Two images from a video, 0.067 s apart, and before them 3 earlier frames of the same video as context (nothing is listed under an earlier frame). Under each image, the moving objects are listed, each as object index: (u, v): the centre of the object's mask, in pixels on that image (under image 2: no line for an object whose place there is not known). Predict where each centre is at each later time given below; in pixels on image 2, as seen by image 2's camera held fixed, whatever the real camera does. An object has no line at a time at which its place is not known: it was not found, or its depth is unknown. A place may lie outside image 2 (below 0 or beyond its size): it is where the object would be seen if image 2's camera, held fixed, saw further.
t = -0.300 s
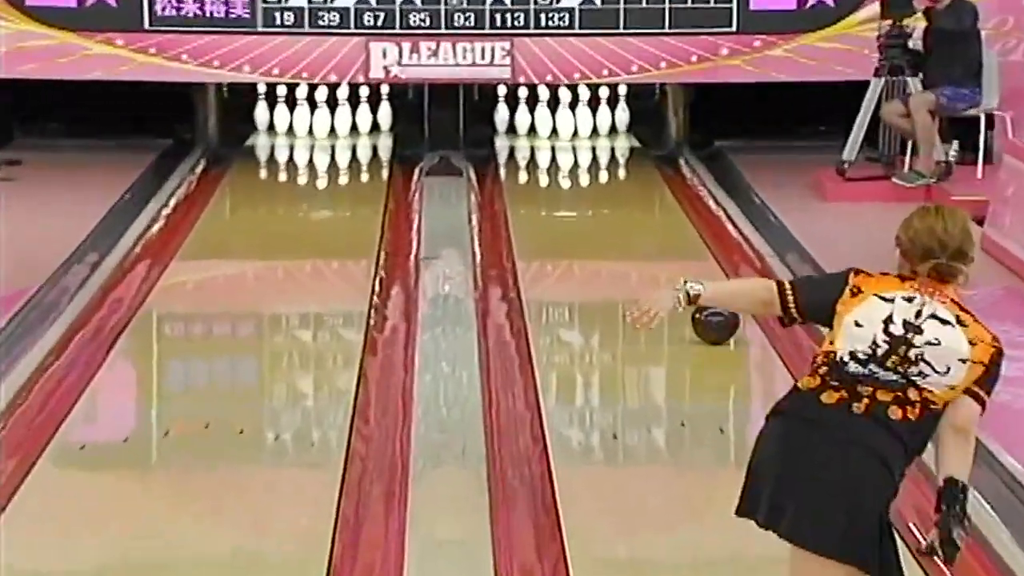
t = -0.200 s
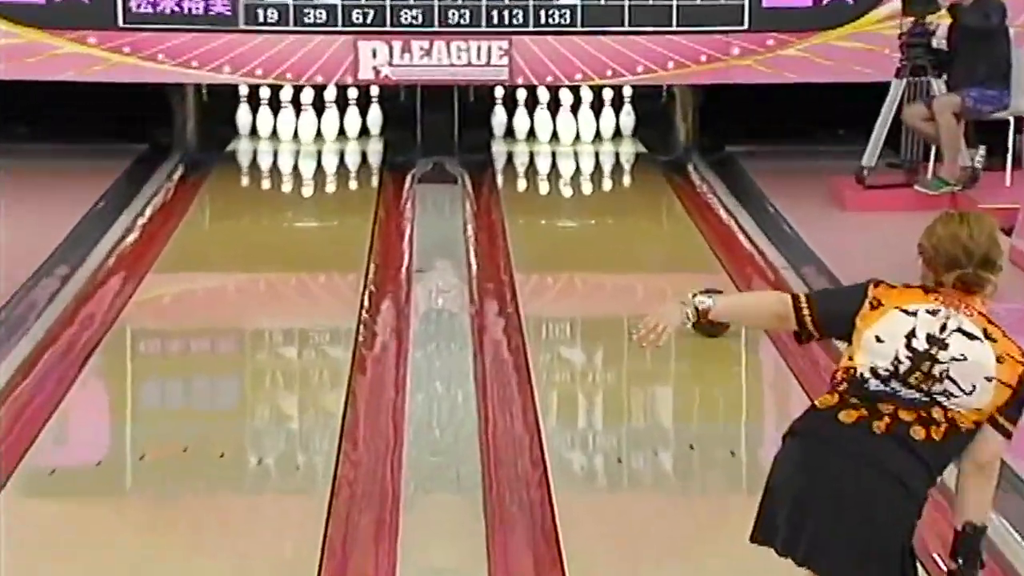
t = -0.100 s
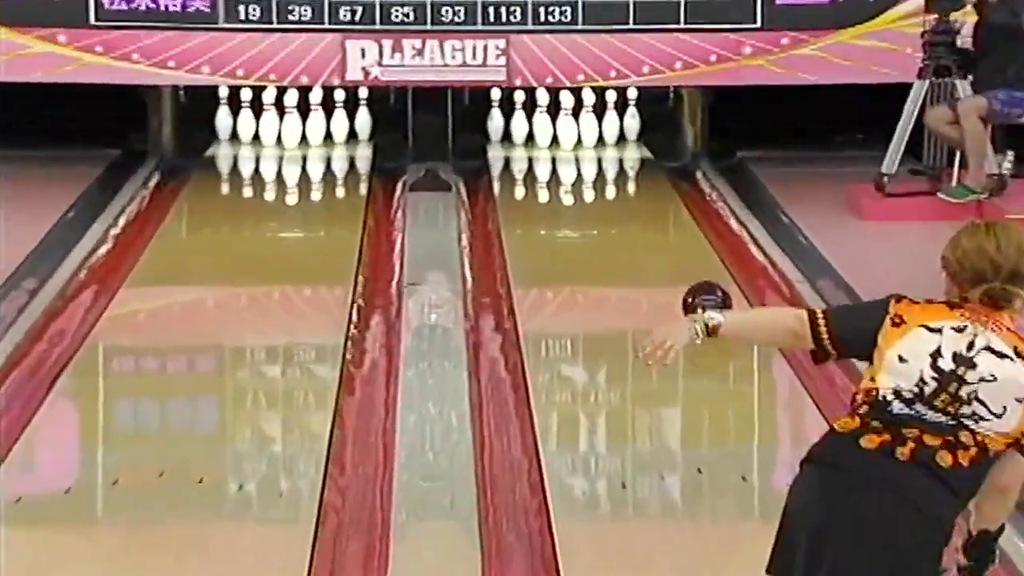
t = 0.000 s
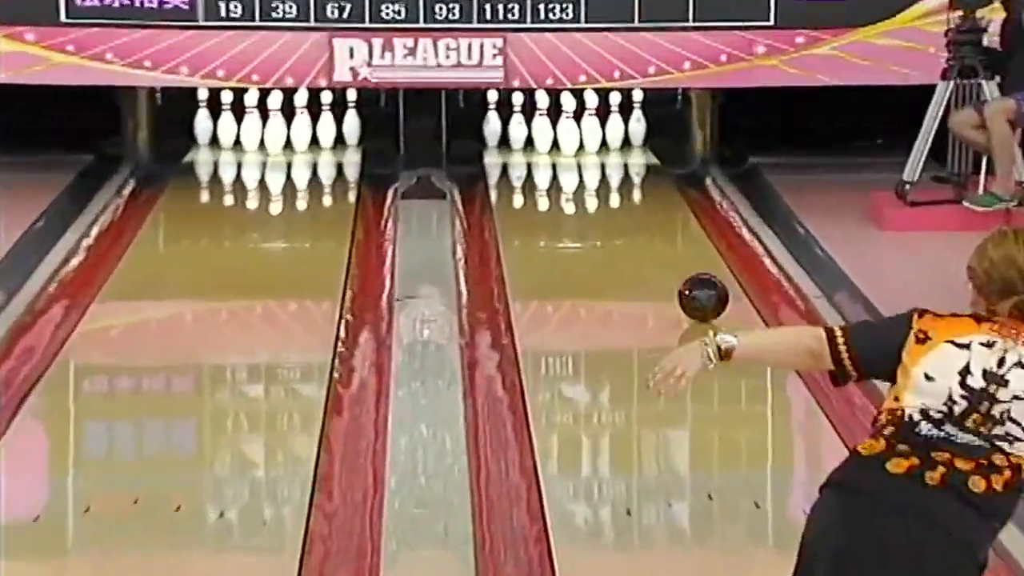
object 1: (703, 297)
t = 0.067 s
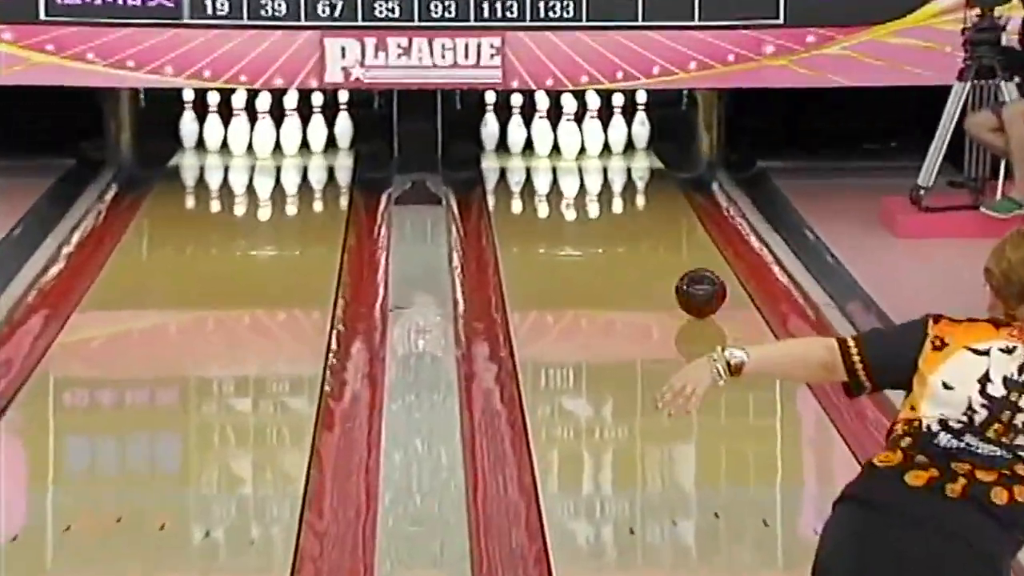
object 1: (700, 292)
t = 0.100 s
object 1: (696, 286)
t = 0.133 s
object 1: (692, 279)
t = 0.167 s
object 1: (687, 272)
